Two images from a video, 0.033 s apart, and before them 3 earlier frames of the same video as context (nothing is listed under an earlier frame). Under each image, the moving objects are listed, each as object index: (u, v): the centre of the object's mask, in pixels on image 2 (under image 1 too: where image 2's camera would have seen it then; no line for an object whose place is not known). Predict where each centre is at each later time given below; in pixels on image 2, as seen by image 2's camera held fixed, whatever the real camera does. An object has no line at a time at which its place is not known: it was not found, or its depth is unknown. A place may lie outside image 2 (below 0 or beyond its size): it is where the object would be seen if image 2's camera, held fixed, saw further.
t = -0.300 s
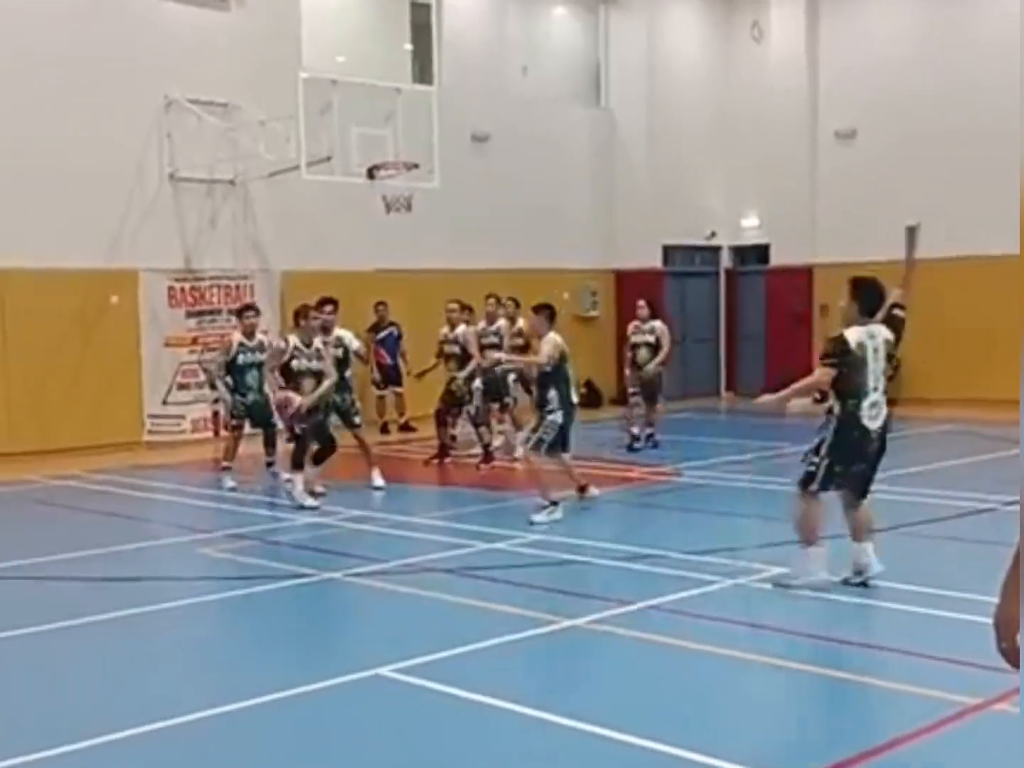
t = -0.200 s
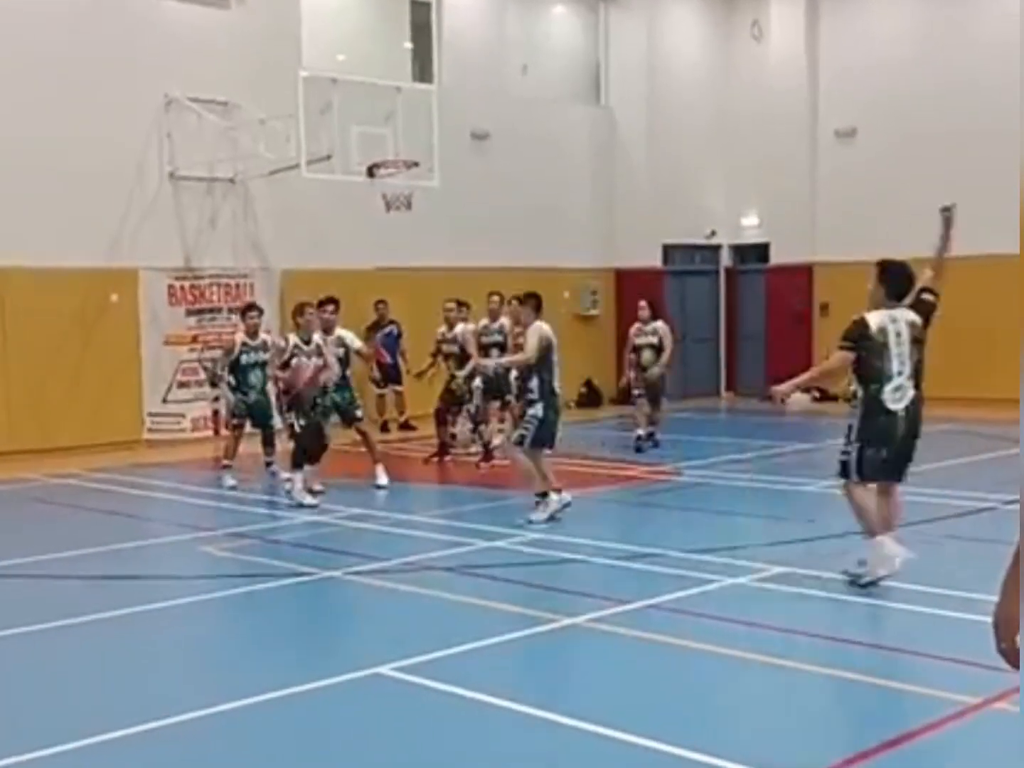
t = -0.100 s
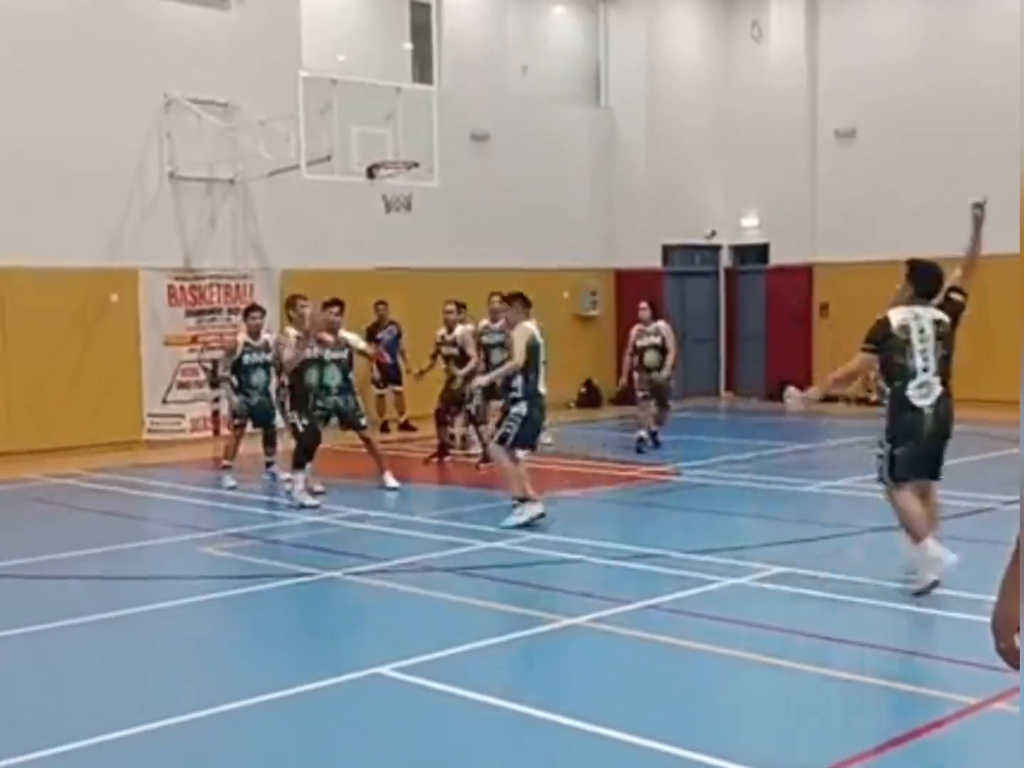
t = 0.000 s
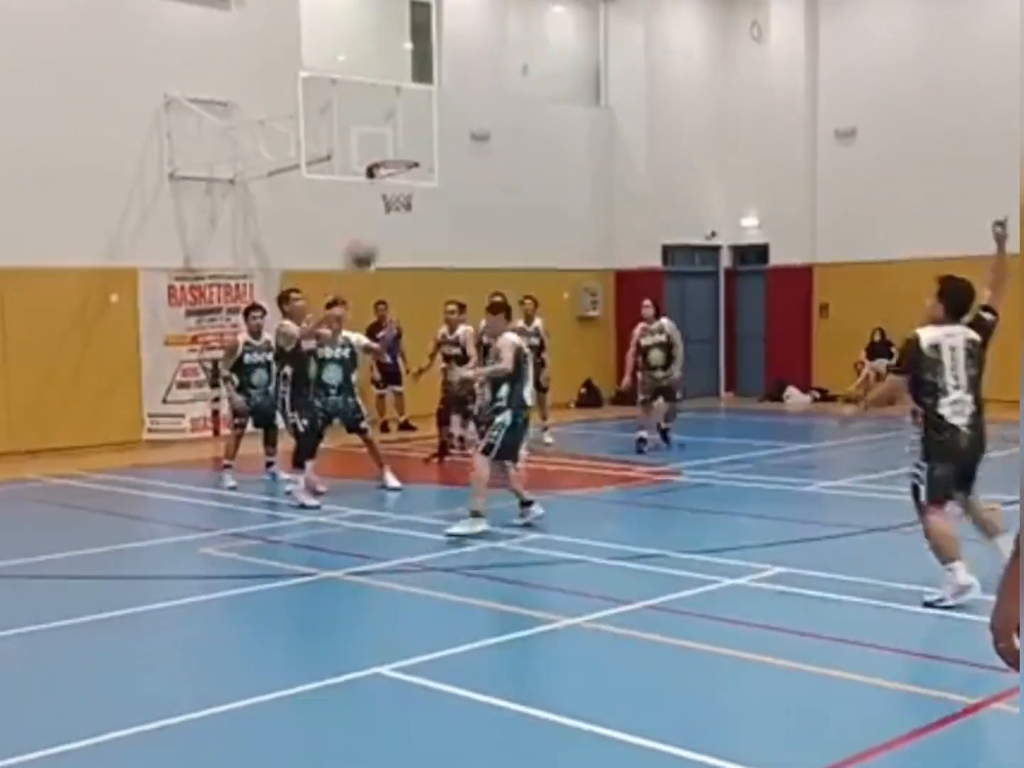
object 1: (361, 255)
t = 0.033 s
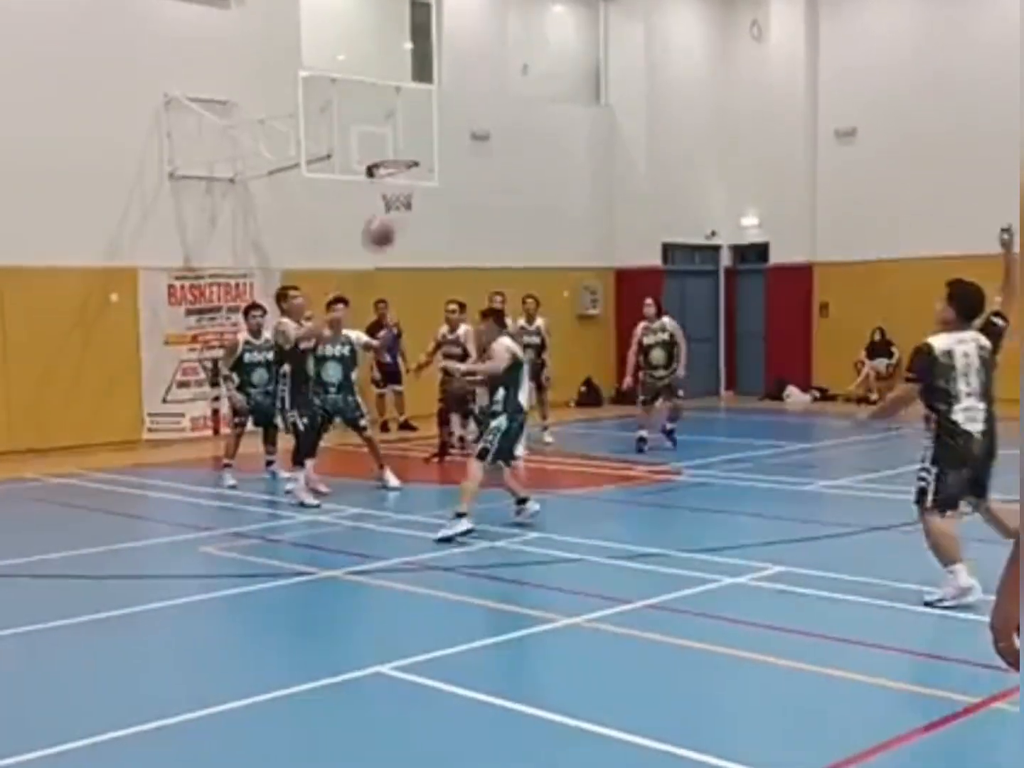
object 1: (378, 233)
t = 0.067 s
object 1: (400, 209)
